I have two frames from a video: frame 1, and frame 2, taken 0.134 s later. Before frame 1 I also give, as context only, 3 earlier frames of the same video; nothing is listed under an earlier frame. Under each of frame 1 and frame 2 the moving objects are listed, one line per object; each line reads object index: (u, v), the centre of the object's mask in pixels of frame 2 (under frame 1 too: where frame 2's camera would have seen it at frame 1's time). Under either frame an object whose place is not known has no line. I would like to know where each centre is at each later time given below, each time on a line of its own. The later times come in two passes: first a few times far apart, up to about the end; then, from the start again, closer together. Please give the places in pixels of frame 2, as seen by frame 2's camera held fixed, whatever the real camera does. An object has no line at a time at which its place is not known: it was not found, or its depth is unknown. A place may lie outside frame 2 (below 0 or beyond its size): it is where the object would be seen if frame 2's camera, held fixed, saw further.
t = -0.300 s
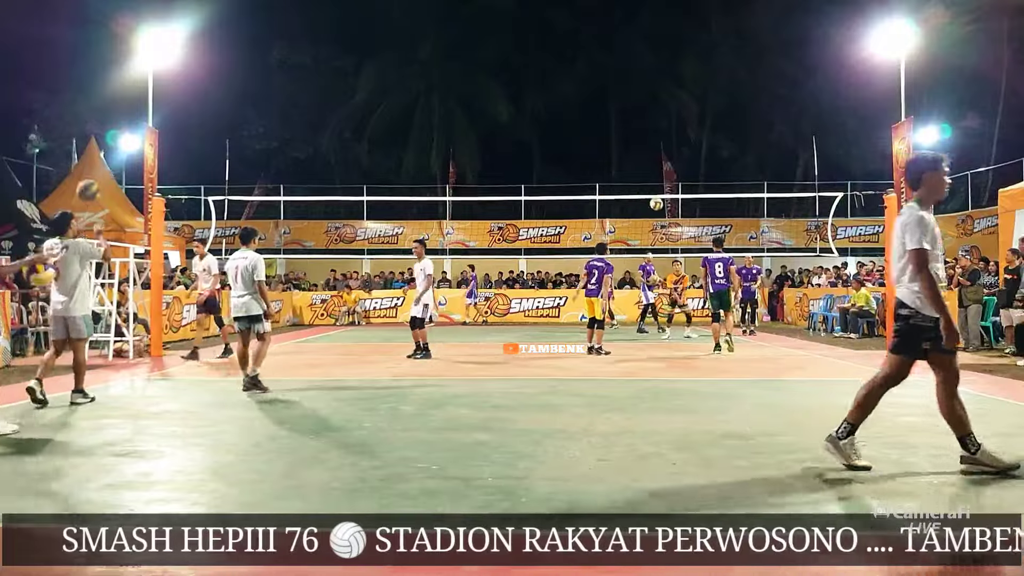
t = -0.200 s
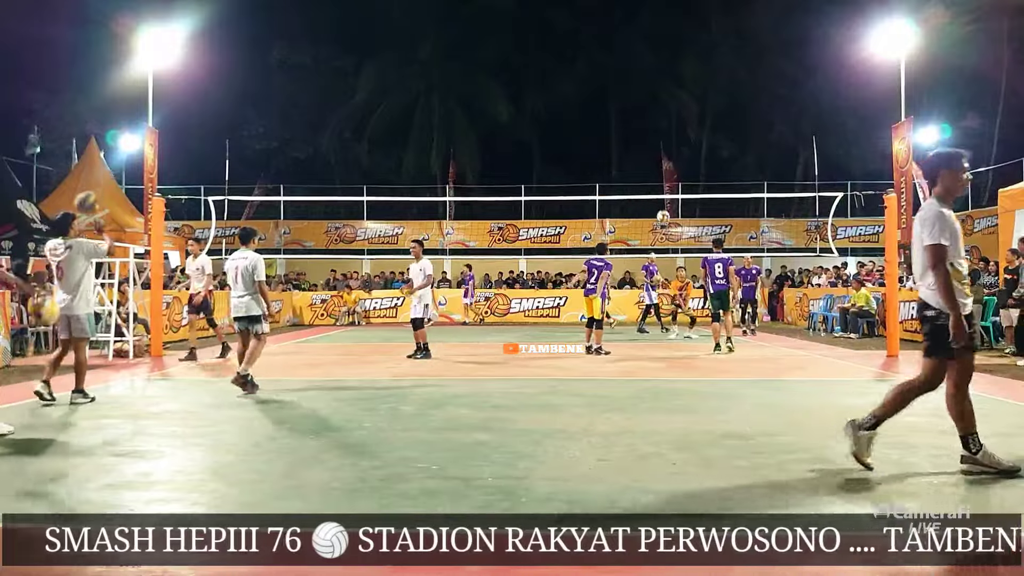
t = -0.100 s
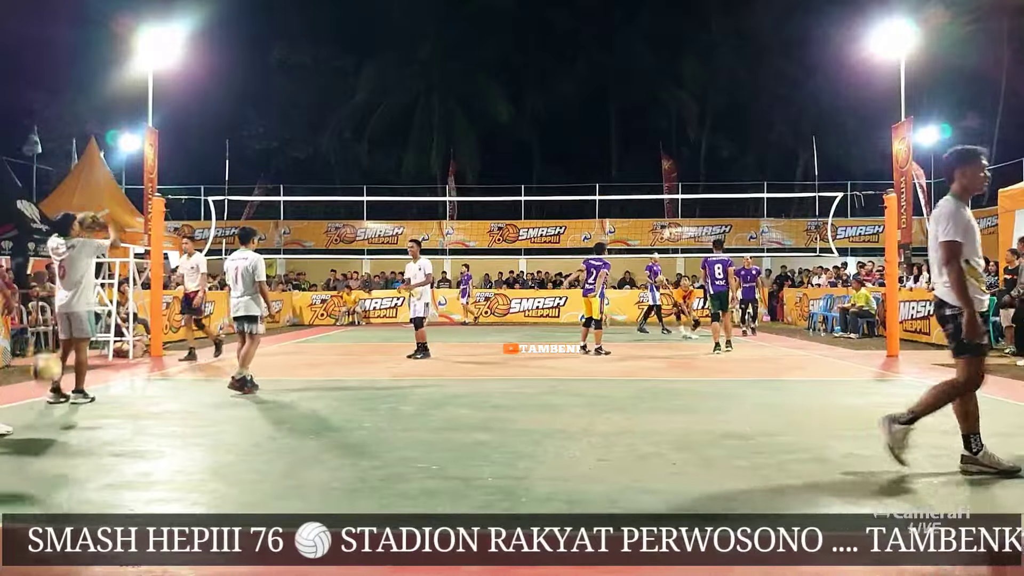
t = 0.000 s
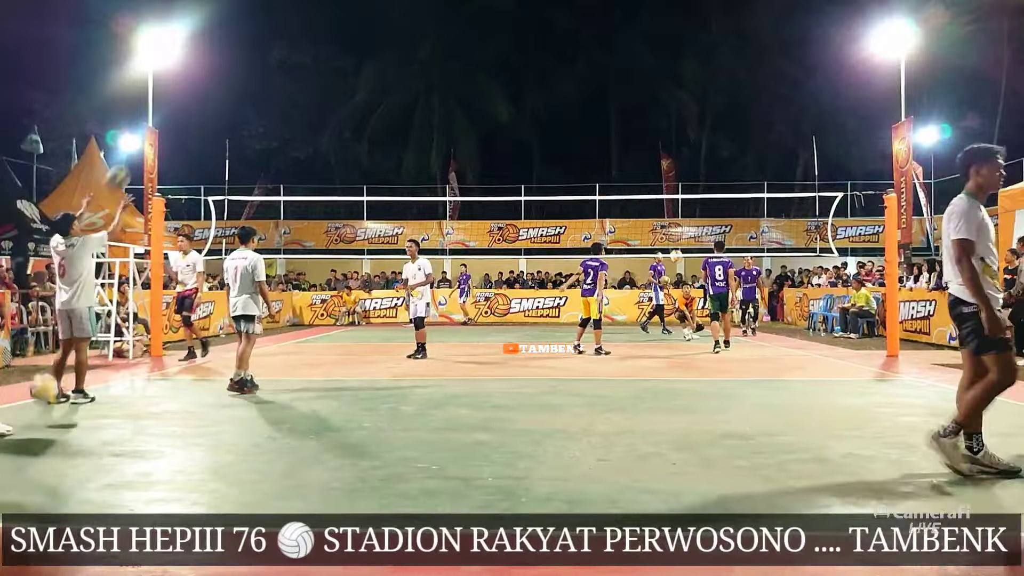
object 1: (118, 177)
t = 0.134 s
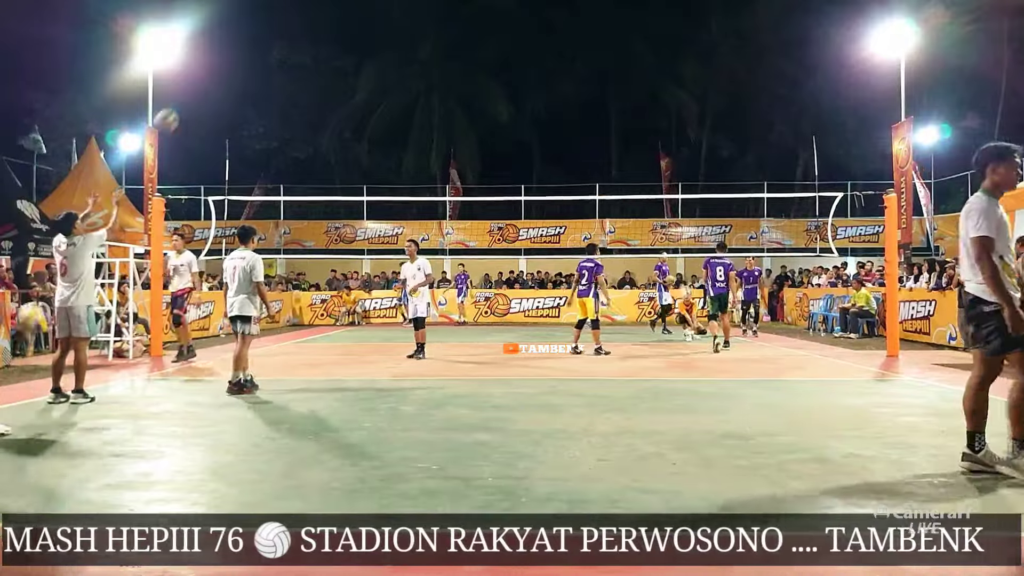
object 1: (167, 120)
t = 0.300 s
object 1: (220, 78)
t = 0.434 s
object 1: (256, 67)
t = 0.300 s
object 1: (220, 78)
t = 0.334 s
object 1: (229, 74)
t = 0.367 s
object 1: (239, 70)
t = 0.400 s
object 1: (248, 68)
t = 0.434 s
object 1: (256, 67)
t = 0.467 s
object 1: (264, 66)
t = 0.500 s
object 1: (272, 67)
